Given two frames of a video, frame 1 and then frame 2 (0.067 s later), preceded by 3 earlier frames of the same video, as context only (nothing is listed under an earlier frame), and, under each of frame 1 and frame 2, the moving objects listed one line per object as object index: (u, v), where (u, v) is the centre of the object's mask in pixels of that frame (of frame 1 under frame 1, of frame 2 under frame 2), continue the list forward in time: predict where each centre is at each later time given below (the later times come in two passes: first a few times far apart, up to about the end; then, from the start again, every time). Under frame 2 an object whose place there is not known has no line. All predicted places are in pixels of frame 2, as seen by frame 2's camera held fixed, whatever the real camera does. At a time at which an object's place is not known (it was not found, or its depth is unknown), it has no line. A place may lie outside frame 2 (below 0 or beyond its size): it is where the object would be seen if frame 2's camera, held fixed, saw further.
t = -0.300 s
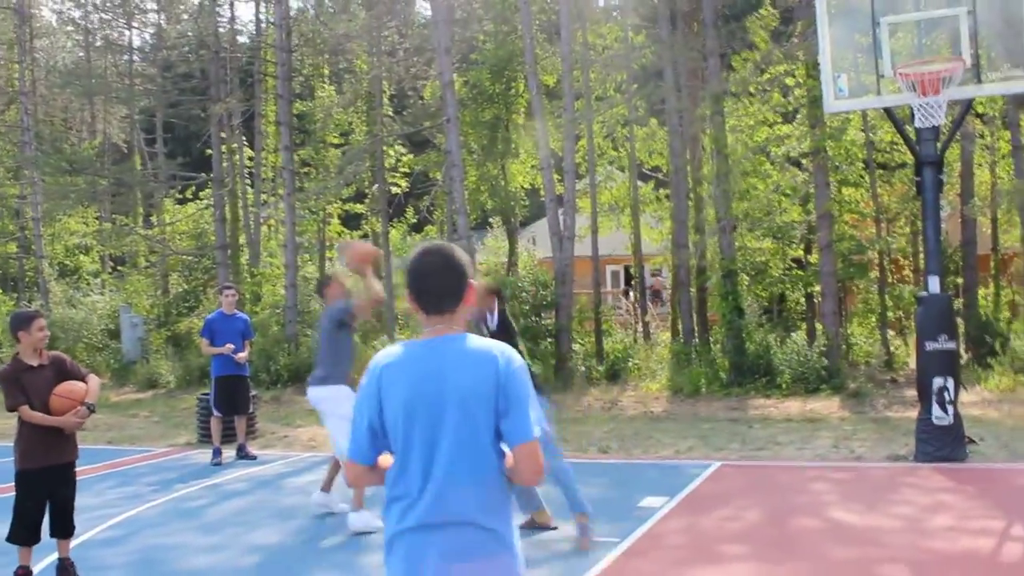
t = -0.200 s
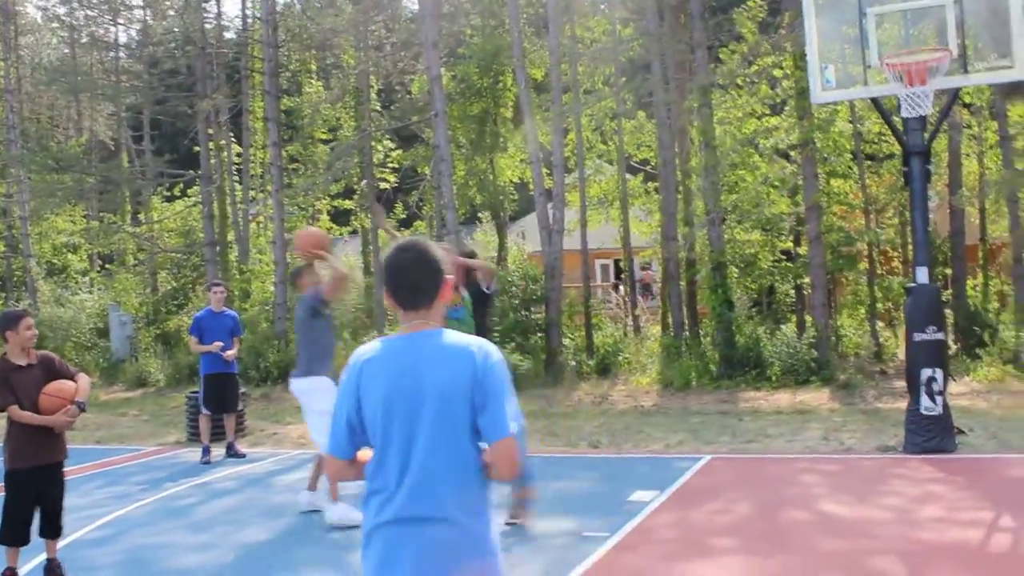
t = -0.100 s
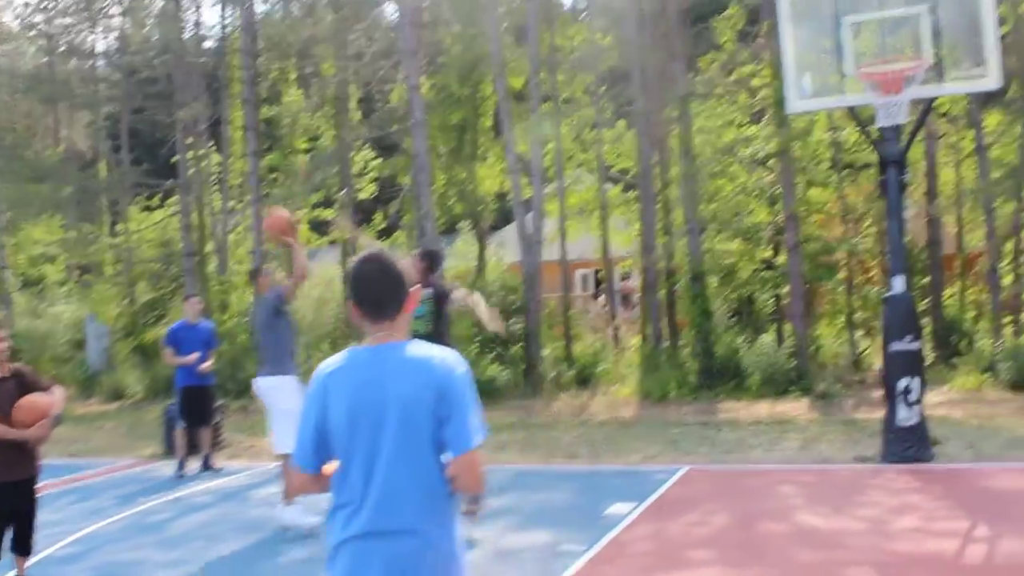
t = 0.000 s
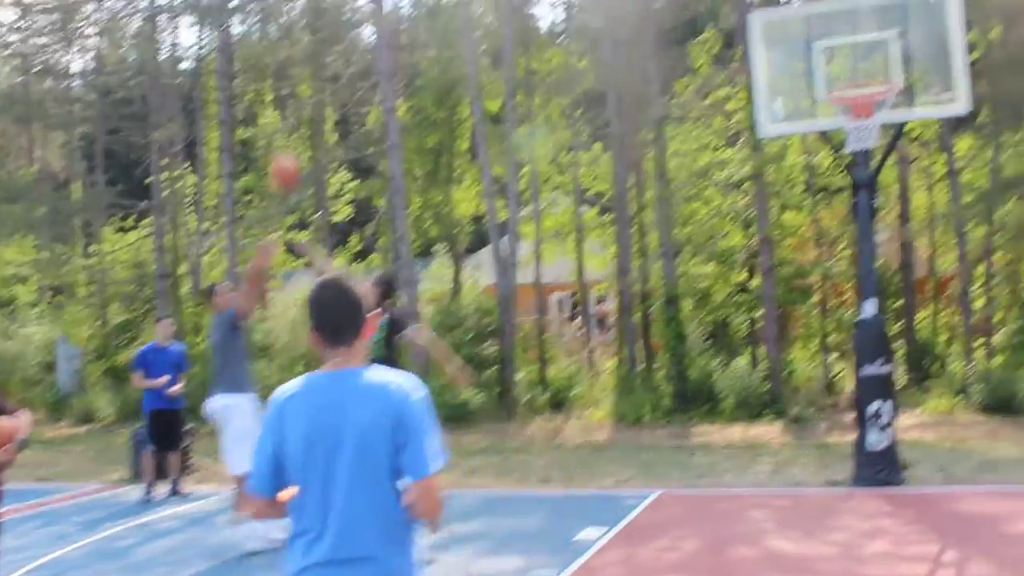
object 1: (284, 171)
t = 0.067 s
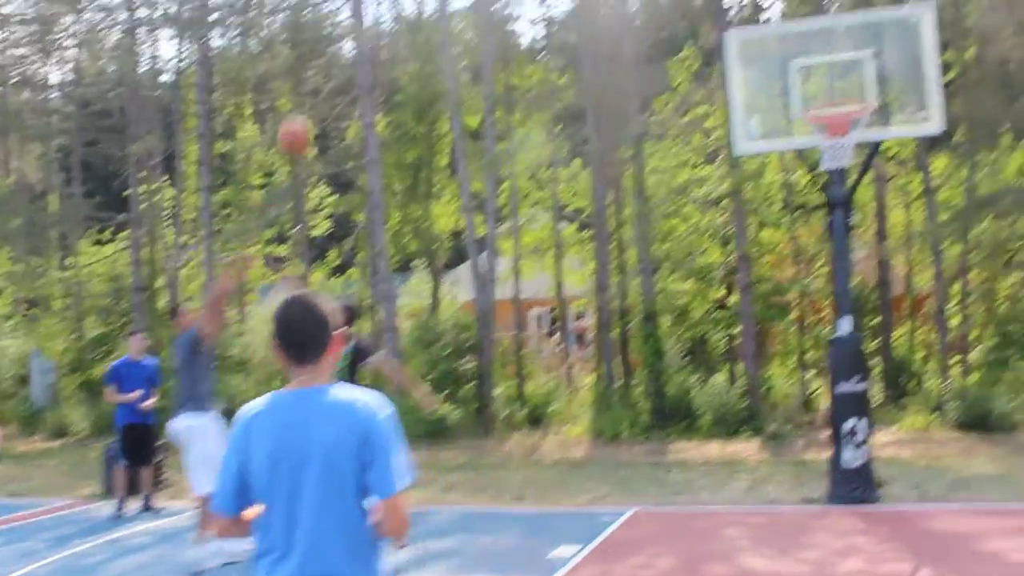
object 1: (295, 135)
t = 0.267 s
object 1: (388, 27)
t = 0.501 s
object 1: (498, -36)
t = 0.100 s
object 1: (310, 112)
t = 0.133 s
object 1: (325, 91)
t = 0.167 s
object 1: (342, 72)
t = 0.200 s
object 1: (356, 55)
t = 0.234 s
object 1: (372, 39)
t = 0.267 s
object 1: (388, 27)
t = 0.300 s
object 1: (405, 14)
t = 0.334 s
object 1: (420, -1)
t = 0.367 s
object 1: (436, -12)
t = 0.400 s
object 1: (449, -20)
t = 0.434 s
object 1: (466, -27)
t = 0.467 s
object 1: (481, -32)
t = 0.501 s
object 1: (498, -36)
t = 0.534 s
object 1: (513, -38)
